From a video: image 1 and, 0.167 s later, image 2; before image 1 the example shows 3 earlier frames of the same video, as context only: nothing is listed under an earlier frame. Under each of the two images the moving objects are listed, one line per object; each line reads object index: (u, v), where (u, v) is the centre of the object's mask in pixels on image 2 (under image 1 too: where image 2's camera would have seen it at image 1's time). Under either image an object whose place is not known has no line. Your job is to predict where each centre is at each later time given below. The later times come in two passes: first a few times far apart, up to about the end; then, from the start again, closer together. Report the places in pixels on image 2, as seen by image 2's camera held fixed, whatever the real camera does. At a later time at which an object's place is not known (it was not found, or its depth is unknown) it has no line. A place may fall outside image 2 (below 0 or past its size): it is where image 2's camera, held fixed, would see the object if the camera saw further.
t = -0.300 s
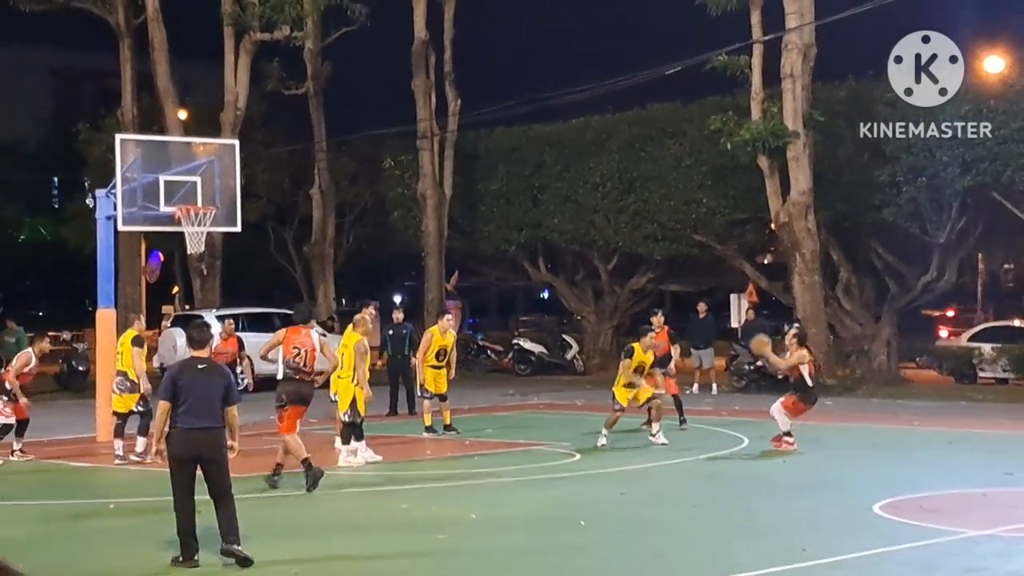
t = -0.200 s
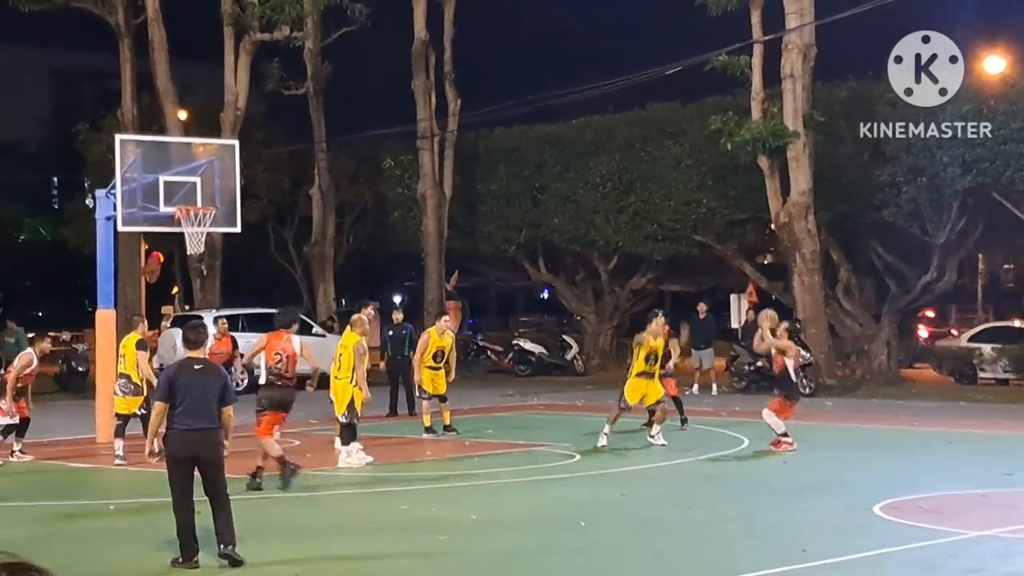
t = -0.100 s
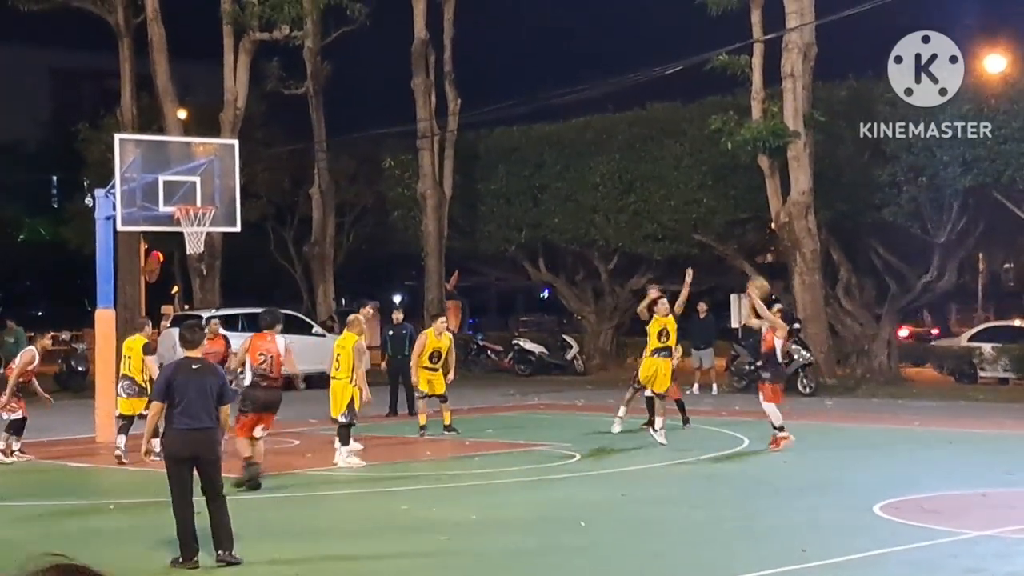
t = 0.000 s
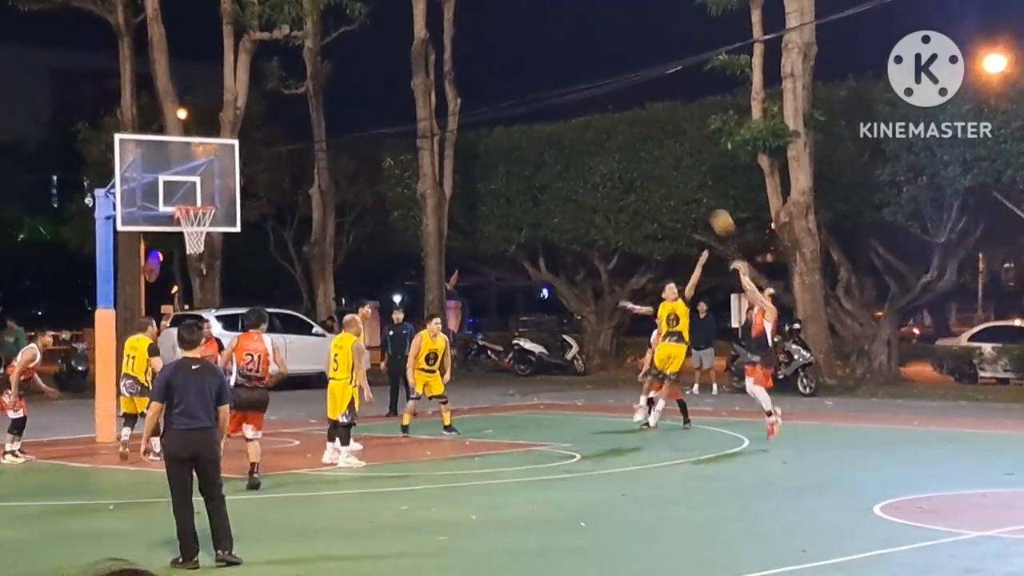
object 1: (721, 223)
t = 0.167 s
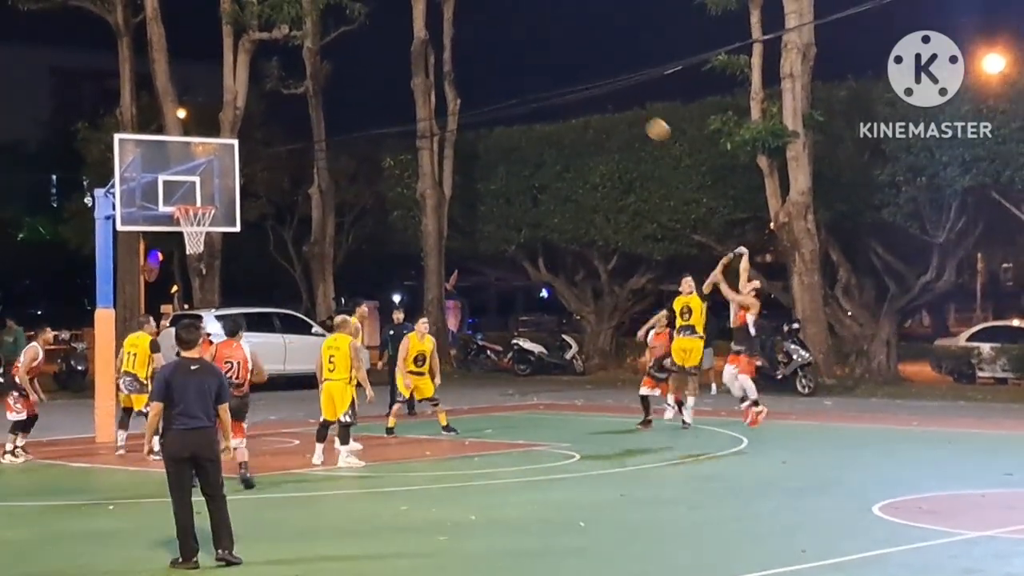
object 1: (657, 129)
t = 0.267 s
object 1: (621, 86)
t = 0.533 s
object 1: (527, 11)
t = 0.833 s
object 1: (431, -4)
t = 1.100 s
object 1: (347, 44)
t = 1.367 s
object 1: (269, 141)
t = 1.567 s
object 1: (214, 246)
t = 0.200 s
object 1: (646, 114)
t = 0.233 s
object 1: (634, 100)
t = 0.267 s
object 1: (621, 86)
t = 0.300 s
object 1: (610, 73)
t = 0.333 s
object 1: (597, 61)
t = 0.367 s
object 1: (585, 51)
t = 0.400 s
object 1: (574, 41)
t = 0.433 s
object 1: (562, 33)
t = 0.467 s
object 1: (550, 24)
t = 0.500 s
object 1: (539, 17)
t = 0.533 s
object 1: (527, 11)
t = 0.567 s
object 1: (516, 6)
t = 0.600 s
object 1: (505, 3)
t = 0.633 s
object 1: (494, 1)
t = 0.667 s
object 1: (484, -1)
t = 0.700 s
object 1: (472, -2)
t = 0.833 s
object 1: (431, -4)
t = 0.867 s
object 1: (419, 1)
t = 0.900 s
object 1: (406, 4)
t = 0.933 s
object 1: (398, 9)
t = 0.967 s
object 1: (387, 14)
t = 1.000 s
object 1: (377, 20)
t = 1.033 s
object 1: (366, 27)
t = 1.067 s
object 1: (357, 35)
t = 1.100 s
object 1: (347, 44)
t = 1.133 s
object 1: (337, 54)
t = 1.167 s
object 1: (327, 64)
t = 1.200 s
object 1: (317, 75)
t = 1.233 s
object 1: (307, 87)
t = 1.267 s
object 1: (297, 100)
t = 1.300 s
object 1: (288, 112)
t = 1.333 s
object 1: (278, 127)
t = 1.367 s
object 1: (269, 141)
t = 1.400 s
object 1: (260, 157)
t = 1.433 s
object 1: (250, 174)
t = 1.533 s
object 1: (222, 227)
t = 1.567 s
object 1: (214, 246)
